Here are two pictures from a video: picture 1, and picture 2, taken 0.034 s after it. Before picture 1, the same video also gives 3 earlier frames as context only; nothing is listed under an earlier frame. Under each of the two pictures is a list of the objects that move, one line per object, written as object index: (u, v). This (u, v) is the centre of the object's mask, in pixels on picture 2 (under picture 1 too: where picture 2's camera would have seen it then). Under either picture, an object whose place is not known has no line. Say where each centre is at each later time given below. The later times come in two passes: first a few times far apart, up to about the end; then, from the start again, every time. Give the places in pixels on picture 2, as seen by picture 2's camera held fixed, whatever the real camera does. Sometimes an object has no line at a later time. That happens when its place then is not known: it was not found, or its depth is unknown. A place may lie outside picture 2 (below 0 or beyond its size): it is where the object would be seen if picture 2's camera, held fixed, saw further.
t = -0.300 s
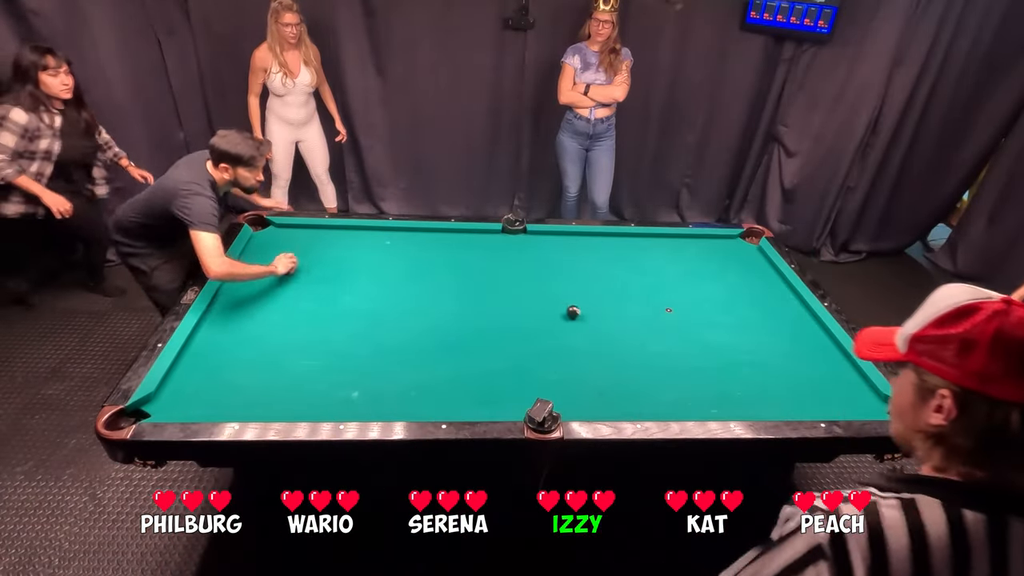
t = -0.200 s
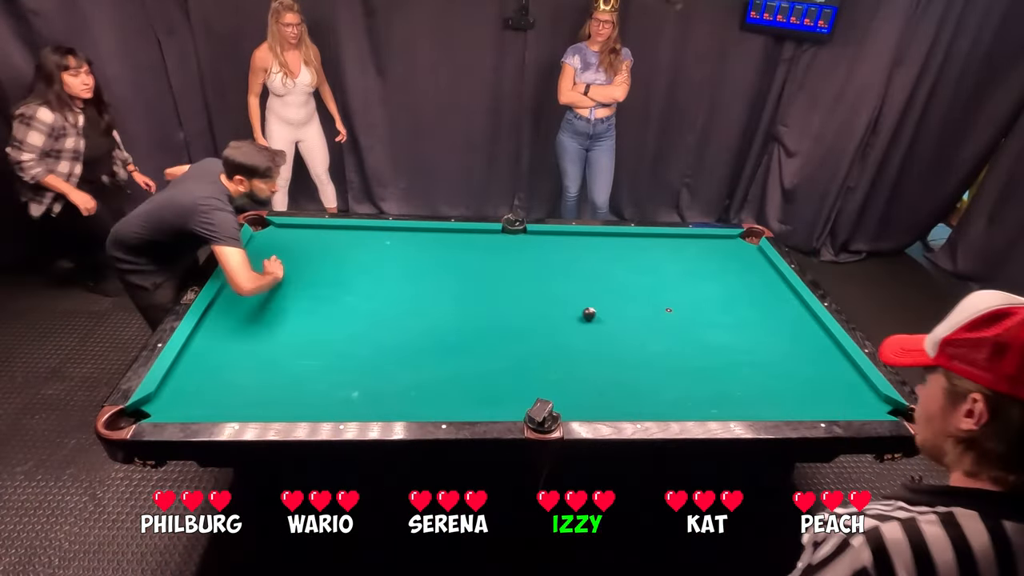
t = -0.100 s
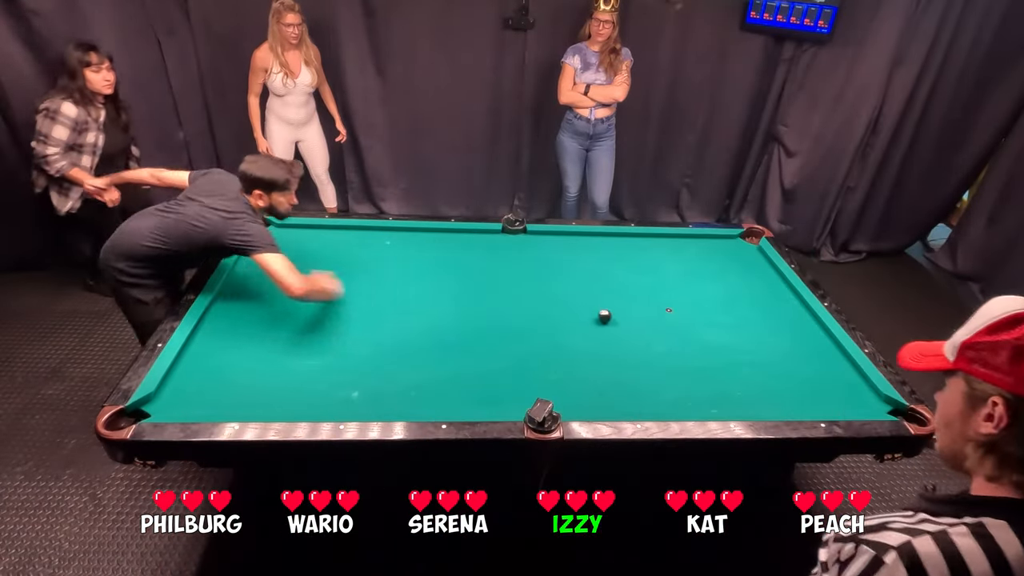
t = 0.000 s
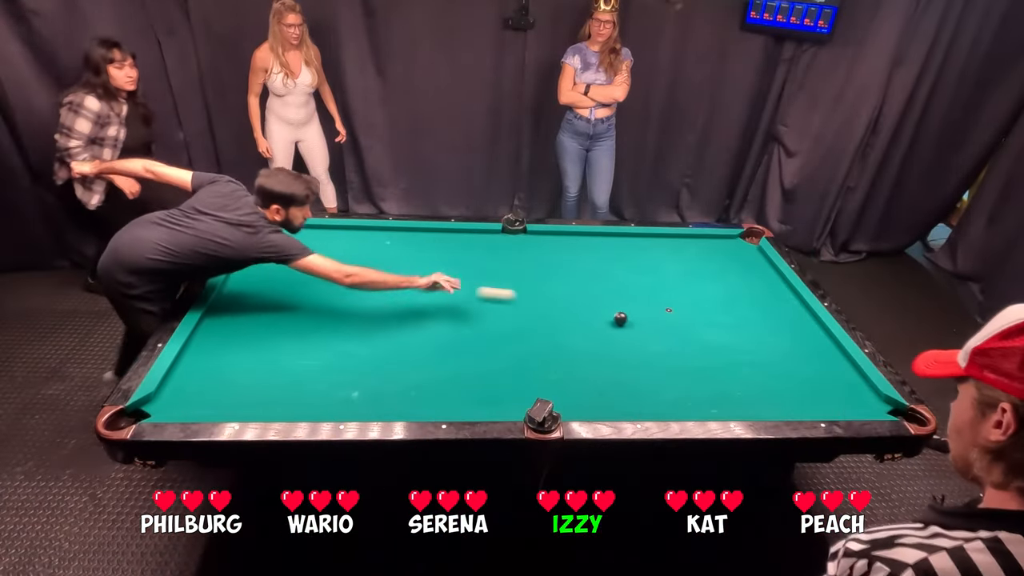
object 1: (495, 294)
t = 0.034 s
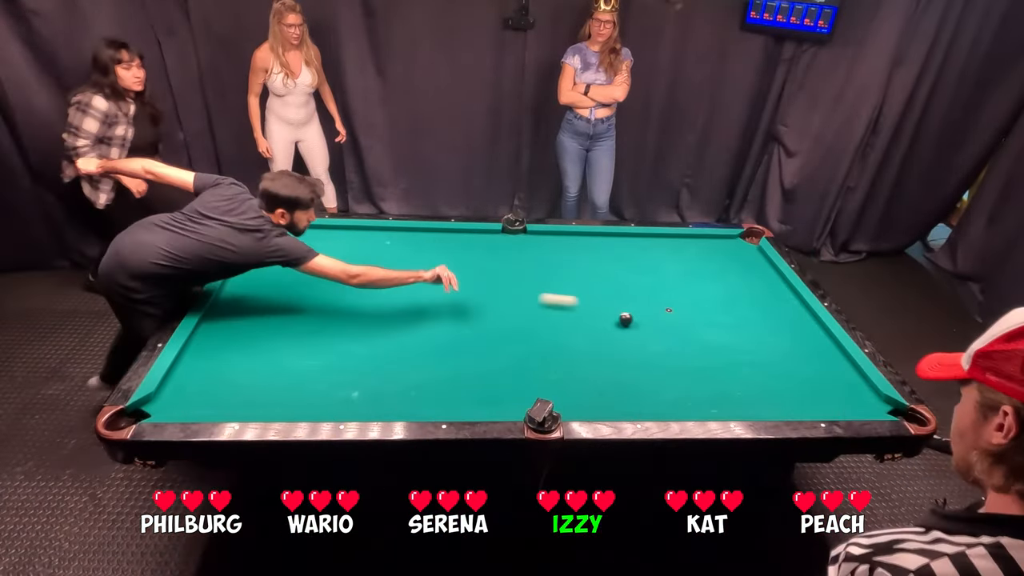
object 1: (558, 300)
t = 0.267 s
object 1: (733, 336)
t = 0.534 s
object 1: (437, 359)
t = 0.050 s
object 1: (588, 303)
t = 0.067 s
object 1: (619, 307)
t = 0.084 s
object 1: (650, 309)
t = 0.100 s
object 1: (682, 313)
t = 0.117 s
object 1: (712, 316)
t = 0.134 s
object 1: (743, 319)
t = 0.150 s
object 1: (773, 322)
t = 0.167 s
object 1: (803, 326)
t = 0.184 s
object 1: (819, 329)
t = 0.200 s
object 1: (803, 330)
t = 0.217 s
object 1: (786, 331)
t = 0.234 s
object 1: (768, 332)
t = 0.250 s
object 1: (751, 334)
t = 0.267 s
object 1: (733, 336)
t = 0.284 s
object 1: (715, 337)
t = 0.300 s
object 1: (697, 338)
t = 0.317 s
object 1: (678, 340)
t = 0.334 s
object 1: (660, 341)
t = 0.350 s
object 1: (641, 343)
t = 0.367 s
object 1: (624, 344)
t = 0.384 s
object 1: (605, 346)
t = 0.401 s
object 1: (586, 347)
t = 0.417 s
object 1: (568, 349)
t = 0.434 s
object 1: (549, 350)
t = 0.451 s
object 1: (531, 352)
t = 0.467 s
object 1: (512, 353)
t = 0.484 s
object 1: (493, 355)
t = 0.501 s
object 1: (475, 356)
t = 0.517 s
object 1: (456, 358)
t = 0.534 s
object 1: (437, 359)
